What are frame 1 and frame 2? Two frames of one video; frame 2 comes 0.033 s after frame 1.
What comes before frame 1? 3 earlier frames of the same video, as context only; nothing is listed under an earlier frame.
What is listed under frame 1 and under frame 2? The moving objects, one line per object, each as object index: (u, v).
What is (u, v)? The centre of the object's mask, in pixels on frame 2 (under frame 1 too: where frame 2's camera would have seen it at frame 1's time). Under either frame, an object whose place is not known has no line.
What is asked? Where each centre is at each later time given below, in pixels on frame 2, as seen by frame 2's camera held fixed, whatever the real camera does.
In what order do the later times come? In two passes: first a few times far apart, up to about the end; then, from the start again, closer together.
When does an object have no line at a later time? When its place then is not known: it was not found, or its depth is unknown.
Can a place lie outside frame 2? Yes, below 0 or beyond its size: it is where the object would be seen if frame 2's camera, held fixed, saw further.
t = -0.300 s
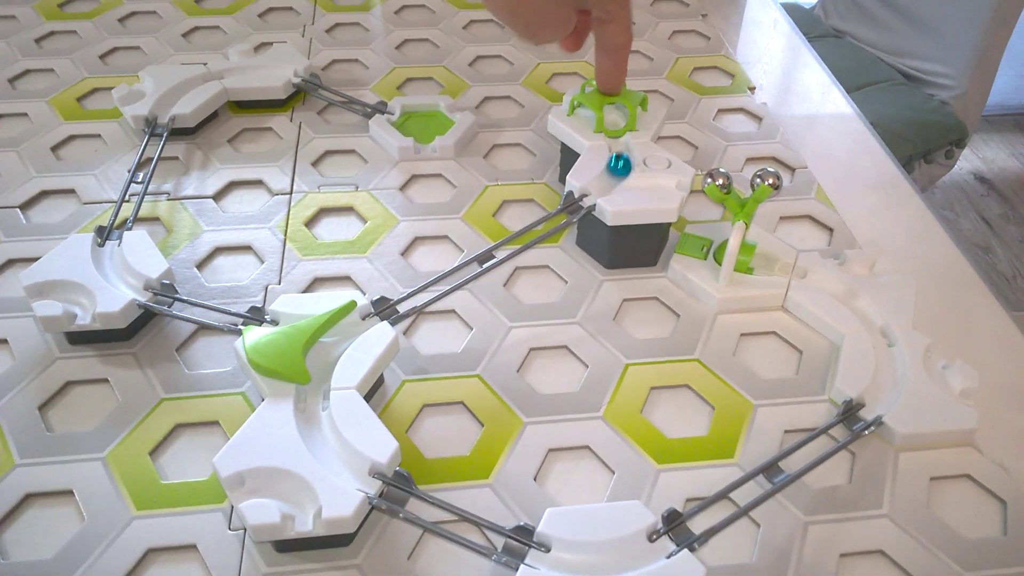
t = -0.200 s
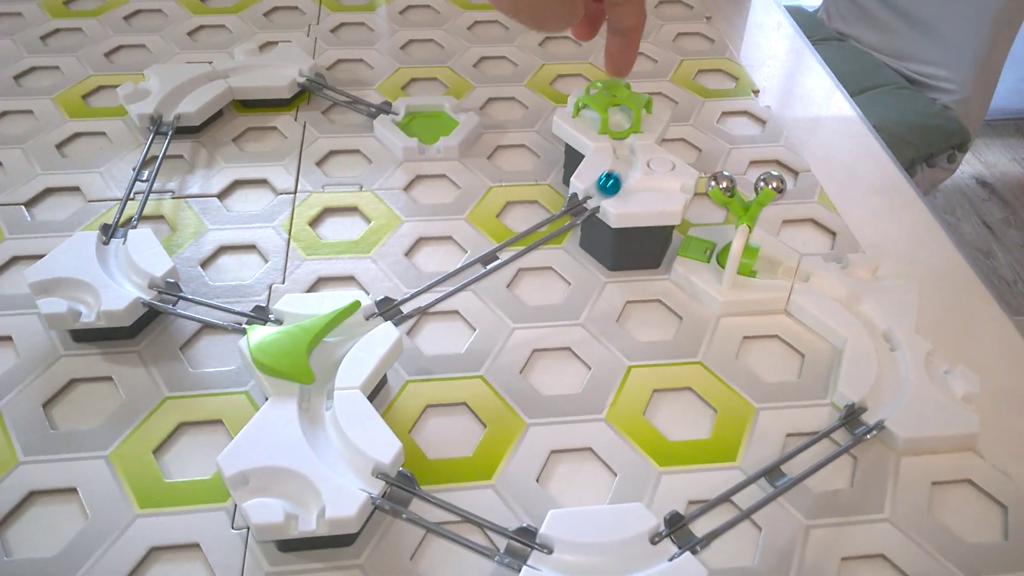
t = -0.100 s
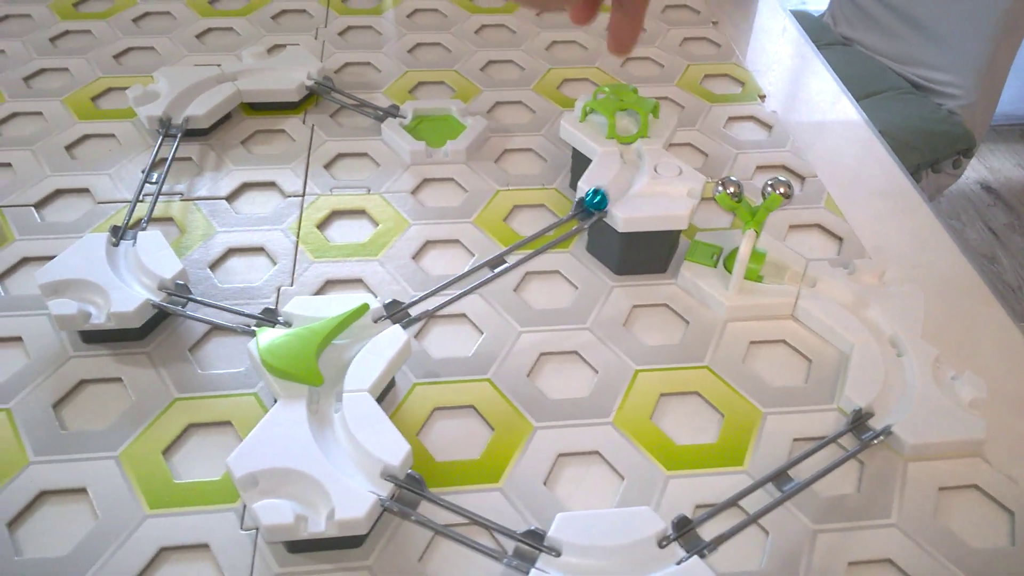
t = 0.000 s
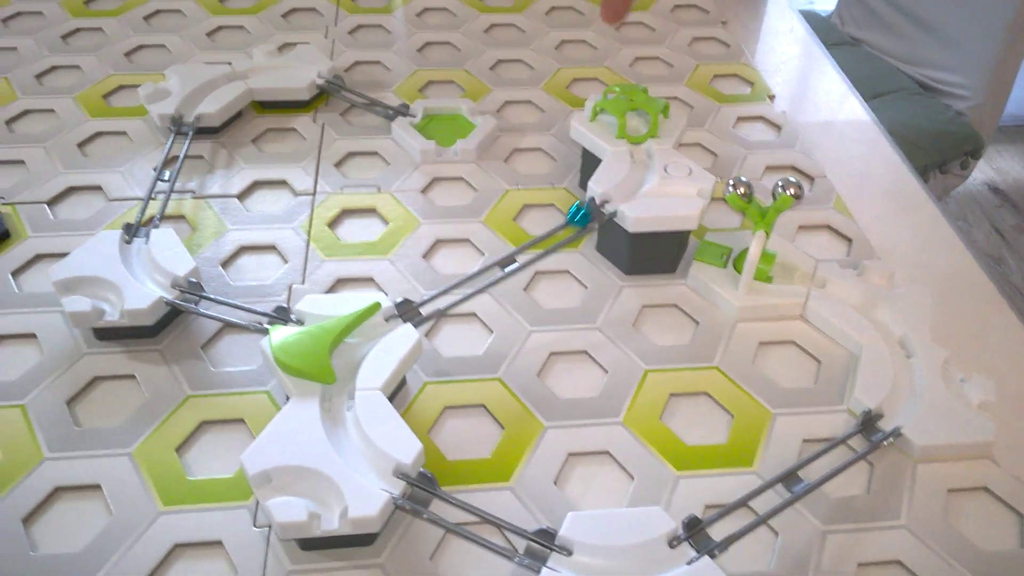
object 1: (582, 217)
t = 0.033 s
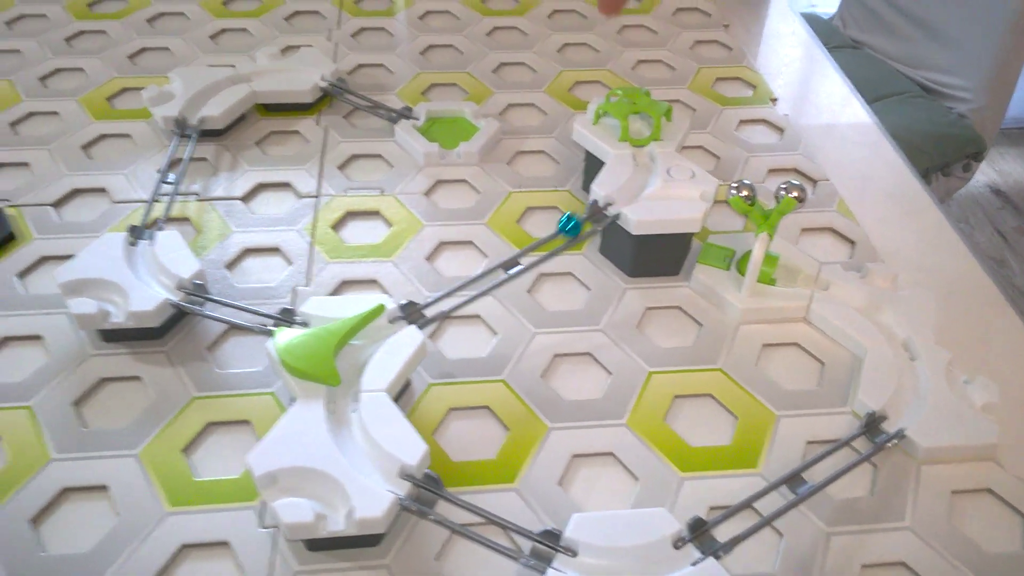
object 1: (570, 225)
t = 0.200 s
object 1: (484, 272)
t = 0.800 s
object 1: (521, 533)
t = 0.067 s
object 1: (556, 233)
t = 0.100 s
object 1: (539, 240)
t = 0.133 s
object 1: (522, 251)
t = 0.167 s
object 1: (505, 261)
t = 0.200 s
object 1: (484, 272)
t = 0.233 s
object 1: (460, 284)
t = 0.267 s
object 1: (435, 295)
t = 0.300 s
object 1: (410, 311)
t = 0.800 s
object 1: (521, 533)
